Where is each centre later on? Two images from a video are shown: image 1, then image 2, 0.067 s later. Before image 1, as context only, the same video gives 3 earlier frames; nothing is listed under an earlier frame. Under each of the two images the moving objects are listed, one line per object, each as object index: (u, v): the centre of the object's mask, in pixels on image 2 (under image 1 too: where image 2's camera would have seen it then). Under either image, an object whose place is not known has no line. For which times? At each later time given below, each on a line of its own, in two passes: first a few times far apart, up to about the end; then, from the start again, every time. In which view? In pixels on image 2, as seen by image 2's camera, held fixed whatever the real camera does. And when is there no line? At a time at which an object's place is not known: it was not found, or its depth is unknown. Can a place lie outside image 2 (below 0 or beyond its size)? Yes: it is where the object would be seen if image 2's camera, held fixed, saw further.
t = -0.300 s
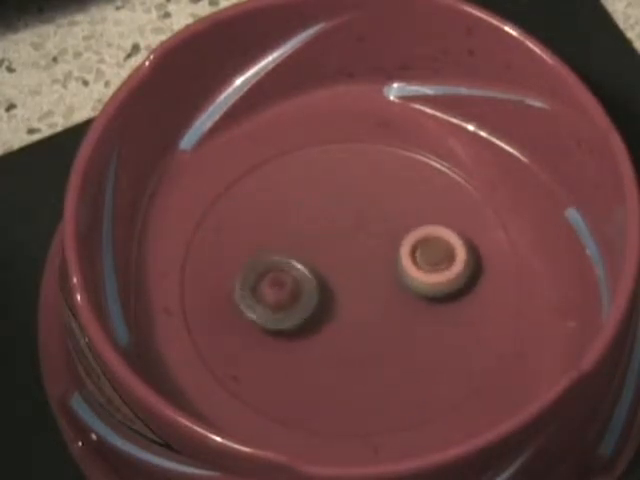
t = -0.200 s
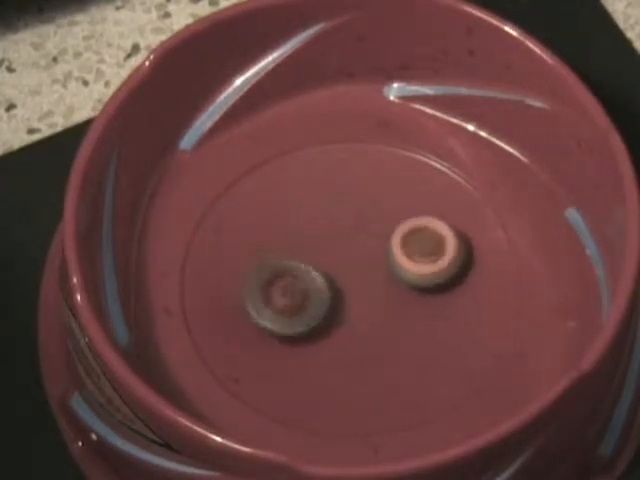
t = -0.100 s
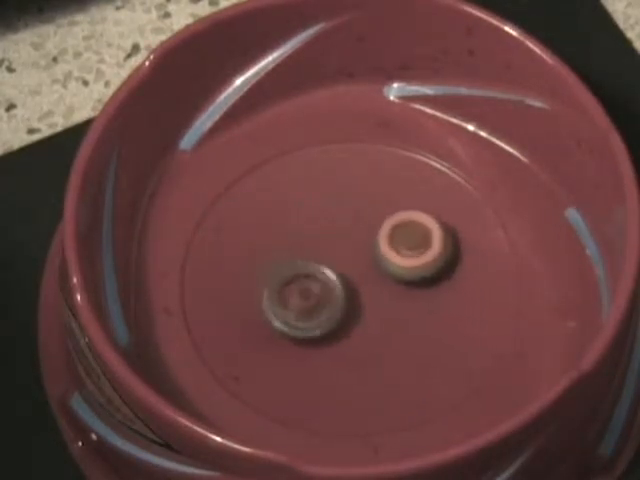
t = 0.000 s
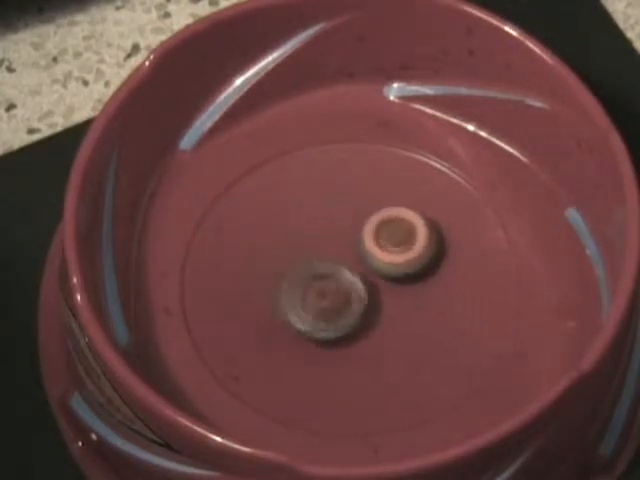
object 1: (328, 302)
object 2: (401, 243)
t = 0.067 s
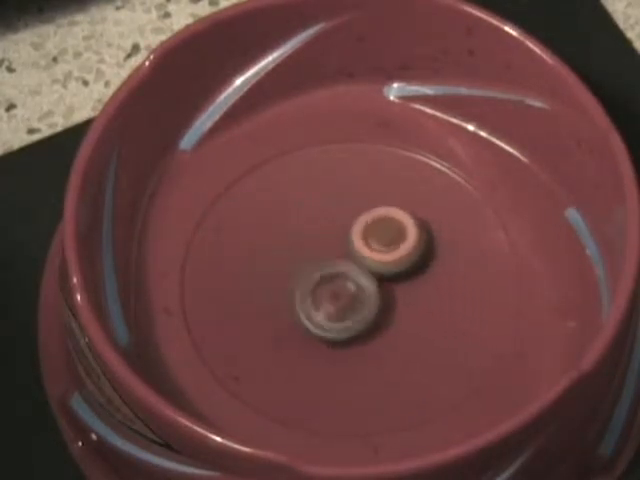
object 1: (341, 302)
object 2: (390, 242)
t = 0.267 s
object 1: (346, 328)
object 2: (370, 234)
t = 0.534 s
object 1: (347, 333)
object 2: (329, 252)
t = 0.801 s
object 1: (376, 379)
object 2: (296, 213)
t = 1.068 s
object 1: (394, 343)
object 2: (278, 225)
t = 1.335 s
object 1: (406, 292)
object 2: (287, 257)
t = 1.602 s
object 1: (431, 259)
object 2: (317, 290)
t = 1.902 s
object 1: (425, 257)
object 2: (352, 324)
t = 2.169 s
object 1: (380, 266)
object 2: (378, 345)
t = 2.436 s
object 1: (336, 263)
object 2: (390, 348)
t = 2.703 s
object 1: (323, 249)
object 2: (389, 323)
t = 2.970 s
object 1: (313, 208)
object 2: (413, 341)
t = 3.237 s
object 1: (329, 231)
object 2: (426, 310)
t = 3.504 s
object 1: (327, 274)
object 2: (421, 276)
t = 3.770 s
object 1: (298, 290)
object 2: (407, 248)
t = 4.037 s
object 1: (301, 279)
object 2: (386, 231)
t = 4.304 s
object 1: (332, 295)
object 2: (359, 226)
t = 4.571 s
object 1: (340, 332)
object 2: (339, 243)
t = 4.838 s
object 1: (333, 340)
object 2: (331, 256)
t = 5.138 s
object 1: (347, 333)
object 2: (323, 263)
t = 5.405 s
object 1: (374, 334)
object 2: (330, 281)
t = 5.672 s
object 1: (405, 326)
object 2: (336, 291)
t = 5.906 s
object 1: (411, 326)
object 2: (338, 299)
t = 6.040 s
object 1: (413, 335)
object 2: (333, 293)
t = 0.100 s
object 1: (345, 306)
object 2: (388, 237)
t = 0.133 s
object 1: (343, 314)
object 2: (386, 232)
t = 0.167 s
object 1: (344, 319)
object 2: (384, 231)
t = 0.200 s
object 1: (344, 322)
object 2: (381, 231)
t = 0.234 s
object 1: (345, 325)
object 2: (376, 233)
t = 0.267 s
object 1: (346, 328)
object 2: (370, 234)
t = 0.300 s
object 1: (346, 332)
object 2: (364, 236)
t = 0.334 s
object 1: (346, 333)
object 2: (359, 238)
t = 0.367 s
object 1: (345, 334)
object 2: (353, 240)
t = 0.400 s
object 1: (345, 334)
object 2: (348, 242)
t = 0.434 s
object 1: (346, 335)
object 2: (343, 244)
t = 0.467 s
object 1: (347, 336)
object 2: (338, 247)
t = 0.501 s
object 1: (347, 335)
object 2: (334, 250)
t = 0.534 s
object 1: (347, 333)
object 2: (329, 252)
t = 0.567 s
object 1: (348, 330)
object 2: (325, 255)
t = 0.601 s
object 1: (350, 332)
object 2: (320, 252)
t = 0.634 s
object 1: (354, 349)
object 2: (315, 236)
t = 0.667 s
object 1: (363, 367)
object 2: (312, 223)
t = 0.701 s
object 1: (368, 377)
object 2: (308, 215)
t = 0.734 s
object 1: (371, 380)
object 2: (305, 213)
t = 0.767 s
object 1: (373, 380)
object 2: (301, 213)
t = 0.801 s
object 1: (376, 379)
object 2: (296, 213)
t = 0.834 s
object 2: (292, 214)
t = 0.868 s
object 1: (380, 374)
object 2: (289, 214)
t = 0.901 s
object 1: (384, 370)
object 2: (285, 215)
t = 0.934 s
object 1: (388, 367)
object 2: (283, 216)
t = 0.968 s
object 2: (280, 217)
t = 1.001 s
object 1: (391, 355)
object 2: (279, 219)
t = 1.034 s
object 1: (393, 350)
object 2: (276, 221)
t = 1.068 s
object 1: (394, 343)
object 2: (278, 225)
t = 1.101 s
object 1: (396, 336)
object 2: (276, 228)
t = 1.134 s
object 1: (396, 329)
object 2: (276, 232)
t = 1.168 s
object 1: (398, 322)
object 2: (276, 236)
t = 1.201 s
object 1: (399, 315)
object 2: (280, 241)
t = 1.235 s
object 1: (400, 311)
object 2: (282, 245)
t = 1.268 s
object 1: (401, 303)
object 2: (282, 248)
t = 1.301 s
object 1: (404, 298)
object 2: (284, 253)
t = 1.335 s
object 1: (406, 292)
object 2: (287, 257)
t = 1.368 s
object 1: (408, 287)
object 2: (291, 261)
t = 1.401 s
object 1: (411, 281)
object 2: (295, 265)
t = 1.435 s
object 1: (414, 277)
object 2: (298, 270)
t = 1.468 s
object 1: (418, 272)
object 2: (302, 274)
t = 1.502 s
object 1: (421, 268)
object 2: (305, 278)
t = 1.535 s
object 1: (424, 265)
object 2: (309, 282)
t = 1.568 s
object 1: (427, 262)
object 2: (313, 286)
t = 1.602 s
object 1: (431, 259)
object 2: (317, 290)
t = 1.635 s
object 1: (432, 256)
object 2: (322, 294)
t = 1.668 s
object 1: (433, 254)
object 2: (326, 298)
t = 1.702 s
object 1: (435, 254)
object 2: (330, 302)
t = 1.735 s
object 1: (433, 253)
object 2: (334, 306)
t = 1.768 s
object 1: (432, 254)
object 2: (338, 310)
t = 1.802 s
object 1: (431, 255)
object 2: (342, 313)
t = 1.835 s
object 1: (429, 254)
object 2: (346, 317)
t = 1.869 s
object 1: (428, 255)
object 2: (349, 320)
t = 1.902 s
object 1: (425, 257)
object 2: (352, 324)
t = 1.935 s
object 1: (420, 257)
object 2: (356, 327)
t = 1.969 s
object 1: (415, 259)
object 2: (359, 330)
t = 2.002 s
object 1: (410, 260)
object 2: (363, 334)
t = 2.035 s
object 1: (402, 262)
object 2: (366, 336)
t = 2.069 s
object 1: (399, 263)
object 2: (369, 339)
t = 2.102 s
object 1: (393, 264)
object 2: (372, 341)
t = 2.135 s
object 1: (385, 265)
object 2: (376, 344)
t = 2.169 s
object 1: (380, 266)
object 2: (378, 345)
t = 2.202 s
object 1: (375, 267)
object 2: (380, 347)
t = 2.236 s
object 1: (368, 268)
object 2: (382, 348)
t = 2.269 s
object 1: (361, 268)
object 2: (383, 349)
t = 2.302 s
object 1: (356, 267)
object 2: (384, 349)
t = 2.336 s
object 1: (350, 266)
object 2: (386, 349)
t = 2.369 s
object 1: (343, 263)
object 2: (388, 349)
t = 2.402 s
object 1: (339, 263)
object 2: (387, 349)
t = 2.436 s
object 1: (336, 263)
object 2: (390, 348)
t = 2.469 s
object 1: (331, 260)
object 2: (390, 346)
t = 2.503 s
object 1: (328, 258)
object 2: (390, 344)
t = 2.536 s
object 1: (325, 256)
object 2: (391, 341)
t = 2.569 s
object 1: (322, 252)
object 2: (391, 337)
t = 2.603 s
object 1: (322, 251)
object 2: (390, 334)
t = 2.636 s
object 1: (322, 251)
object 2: (390, 330)
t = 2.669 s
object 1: (323, 249)
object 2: (389, 327)
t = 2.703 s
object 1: (323, 249)
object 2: (389, 323)
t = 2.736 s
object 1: (324, 250)
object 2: (387, 319)
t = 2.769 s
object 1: (326, 249)
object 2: (386, 315)
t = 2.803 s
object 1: (327, 248)
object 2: (383, 311)
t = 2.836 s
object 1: (322, 235)
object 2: (392, 322)
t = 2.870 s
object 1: (317, 222)
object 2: (402, 334)
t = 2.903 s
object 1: (313, 212)
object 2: (409, 341)
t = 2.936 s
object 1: (313, 209)
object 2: (412, 343)
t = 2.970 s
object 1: (313, 208)
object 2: (413, 341)
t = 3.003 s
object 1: (315, 209)
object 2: (417, 338)
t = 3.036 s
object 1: (316, 210)
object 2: (419, 334)
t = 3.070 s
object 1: (319, 211)
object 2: (421, 330)
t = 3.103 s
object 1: (320, 212)
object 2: (423, 326)
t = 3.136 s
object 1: (323, 217)
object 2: (424, 322)
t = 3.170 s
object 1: (326, 221)
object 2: (424, 318)
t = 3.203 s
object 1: (327, 227)
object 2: (425, 314)
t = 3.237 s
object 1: (329, 231)
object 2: (426, 310)
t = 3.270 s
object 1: (332, 236)
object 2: (426, 305)
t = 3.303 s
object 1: (334, 244)
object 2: (425, 301)
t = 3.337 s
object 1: (333, 251)
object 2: (425, 297)
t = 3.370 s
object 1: (333, 255)
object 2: (424, 293)
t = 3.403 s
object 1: (333, 259)
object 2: (424, 289)
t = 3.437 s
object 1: (332, 265)
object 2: (423, 284)
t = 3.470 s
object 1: (328, 269)
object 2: (422, 280)
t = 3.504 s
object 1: (327, 274)
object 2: (421, 276)
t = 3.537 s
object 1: (325, 278)
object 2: (419, 272)
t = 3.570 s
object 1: (318, 282)
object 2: (418, 268)
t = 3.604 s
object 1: (315, 285)
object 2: (416, 265)
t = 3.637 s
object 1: (312, 287)
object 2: (415, 261)
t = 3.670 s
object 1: (308, 290)
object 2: (413, 258)
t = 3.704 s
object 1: (304, 290)
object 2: (411, 255)
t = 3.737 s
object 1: (301, 290)
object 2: (410, 252)
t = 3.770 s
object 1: (298, 290)
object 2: (407, 248)
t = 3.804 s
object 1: (293, 289)
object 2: (404, 245)
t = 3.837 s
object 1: (292, 289)
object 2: (402, 243)
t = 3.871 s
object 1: (291, 286)
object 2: (400, 240)
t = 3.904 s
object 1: (291, 285)
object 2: (397, 238)
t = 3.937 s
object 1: (292, 282)
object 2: (394, 236)
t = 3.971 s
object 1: (295, 280)
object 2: (391, 234)
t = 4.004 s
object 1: (298, 280)
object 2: (388, 233)
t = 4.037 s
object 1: (301, 279)
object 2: (386, 231)
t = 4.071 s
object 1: (305, 279)
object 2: (382, 230)
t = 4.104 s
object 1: (311, 279)
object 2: (379, 229)
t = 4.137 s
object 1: (315, 281)
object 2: (376, 228)
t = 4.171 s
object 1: (318, 281)
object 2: (372, 227)
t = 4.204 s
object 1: (323, 283)
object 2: (368, 226)
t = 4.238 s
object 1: (328, 288)
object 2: (366, 225)
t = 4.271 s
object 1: (329, 291)
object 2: (362, 225)
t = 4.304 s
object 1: (332, 295)
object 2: (359, 226)
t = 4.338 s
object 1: (333, 299)
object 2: (358, 227)
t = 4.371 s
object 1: (335, 306)
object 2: (354, 227)
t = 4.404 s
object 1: (334, 312)
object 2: (353, 230)
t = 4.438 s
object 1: (330, 316)
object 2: (350, 232)
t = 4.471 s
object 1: (339, 322)
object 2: (347, 234)
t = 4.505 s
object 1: (339, 325)
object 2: (345, 237)
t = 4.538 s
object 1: (340, 330)
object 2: (343, 240)
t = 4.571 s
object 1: (340, 332)
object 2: (339, 243)
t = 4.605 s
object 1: (341, 333)
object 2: (338, 246)
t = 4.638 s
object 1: (341, 335)
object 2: (335, 249)
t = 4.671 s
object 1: (338, 333)
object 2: (333, 253)
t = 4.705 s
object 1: (339, 334)
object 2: (332, 256)
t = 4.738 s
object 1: (338, 334)
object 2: (330, 259)
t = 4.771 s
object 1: (336, 338)
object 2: (330, 258)
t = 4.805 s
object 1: (334, 339)
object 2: (331, 256)
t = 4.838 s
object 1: (333, 340)
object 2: (331, 256)
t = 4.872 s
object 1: (332, 338)
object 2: (329, 258)
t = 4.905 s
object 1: (333, 337)
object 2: (327, 259)
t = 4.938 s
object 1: (335, 335)
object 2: (326, 259)
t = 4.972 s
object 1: (339, 333)
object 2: (325, 259)
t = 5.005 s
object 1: (342, 330)
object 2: (324, 259)
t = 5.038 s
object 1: (345, 330)
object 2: (323, 259)
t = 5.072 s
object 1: (347, 330)
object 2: (323, 259)
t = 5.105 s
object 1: (348, 332)
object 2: (323, 261)
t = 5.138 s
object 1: (347, 333)
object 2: (323, 263)
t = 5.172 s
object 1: (342, 335)
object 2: (325, 264)
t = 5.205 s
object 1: (344, 336)
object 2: (327, 266)
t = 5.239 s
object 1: (351, 338)
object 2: (328, 269)
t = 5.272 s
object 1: (355, 340)
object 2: (328, 272)
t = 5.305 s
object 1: (358, 341)
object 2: (330, 274)
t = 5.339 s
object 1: (362, 339)
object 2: (330, 277)
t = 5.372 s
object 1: (367, 337)
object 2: (330, 279)
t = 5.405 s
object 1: (374, 334)
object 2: (330, 281)
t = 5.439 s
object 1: (381, 332)
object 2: (330, 283)
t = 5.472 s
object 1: (387, 329)
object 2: (332, 287)
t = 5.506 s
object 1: (390, 327)
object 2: (333, 289)
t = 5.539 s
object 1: (395, 327)
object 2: (336, 291)
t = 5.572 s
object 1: (403, 325)
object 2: (336, 290)
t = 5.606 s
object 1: (405, 325)
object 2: (335, 290)
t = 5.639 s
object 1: (405, 325)
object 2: (336, 290)
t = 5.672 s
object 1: (405, 326)
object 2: (336, 291)
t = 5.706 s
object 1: (405, 326)
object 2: (336, 293)
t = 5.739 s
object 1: (406, 326)
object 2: (337, 295)
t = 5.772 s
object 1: (406, 325)
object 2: (337, 296)
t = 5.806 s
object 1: (406, 324)
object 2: (338, 297)
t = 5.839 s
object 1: (406, 324)
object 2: (339, 298)
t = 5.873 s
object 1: (406, 323)
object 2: (339, 300)
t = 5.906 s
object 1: (411, 326)
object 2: (338, 299)
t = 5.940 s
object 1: (416, 329)
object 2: (336, 295)
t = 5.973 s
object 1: (416, 333)
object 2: (334, 293)
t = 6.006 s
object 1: (414, 335)
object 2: (334, 293)
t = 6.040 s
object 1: (413, 335)
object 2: (333, 293)
